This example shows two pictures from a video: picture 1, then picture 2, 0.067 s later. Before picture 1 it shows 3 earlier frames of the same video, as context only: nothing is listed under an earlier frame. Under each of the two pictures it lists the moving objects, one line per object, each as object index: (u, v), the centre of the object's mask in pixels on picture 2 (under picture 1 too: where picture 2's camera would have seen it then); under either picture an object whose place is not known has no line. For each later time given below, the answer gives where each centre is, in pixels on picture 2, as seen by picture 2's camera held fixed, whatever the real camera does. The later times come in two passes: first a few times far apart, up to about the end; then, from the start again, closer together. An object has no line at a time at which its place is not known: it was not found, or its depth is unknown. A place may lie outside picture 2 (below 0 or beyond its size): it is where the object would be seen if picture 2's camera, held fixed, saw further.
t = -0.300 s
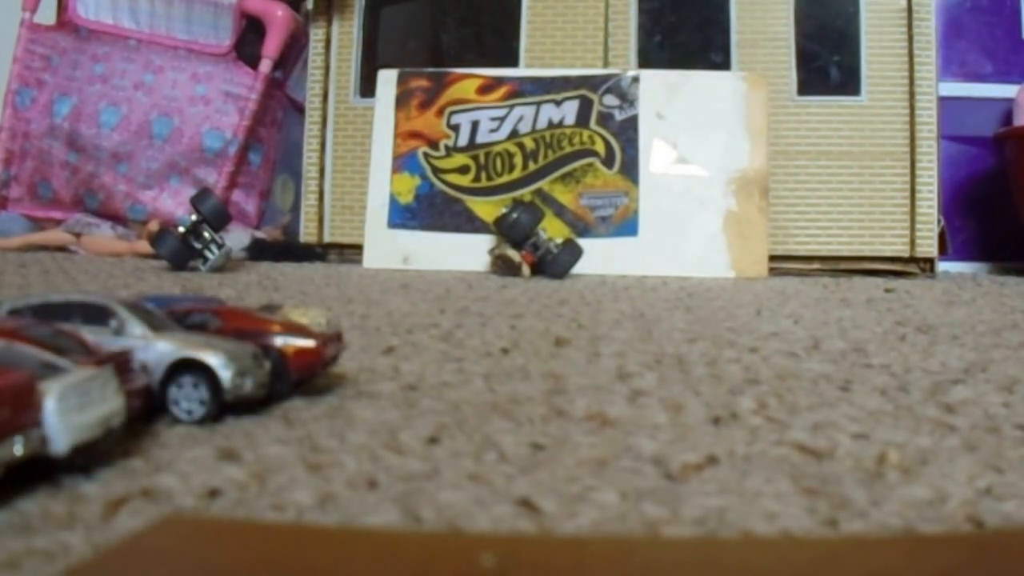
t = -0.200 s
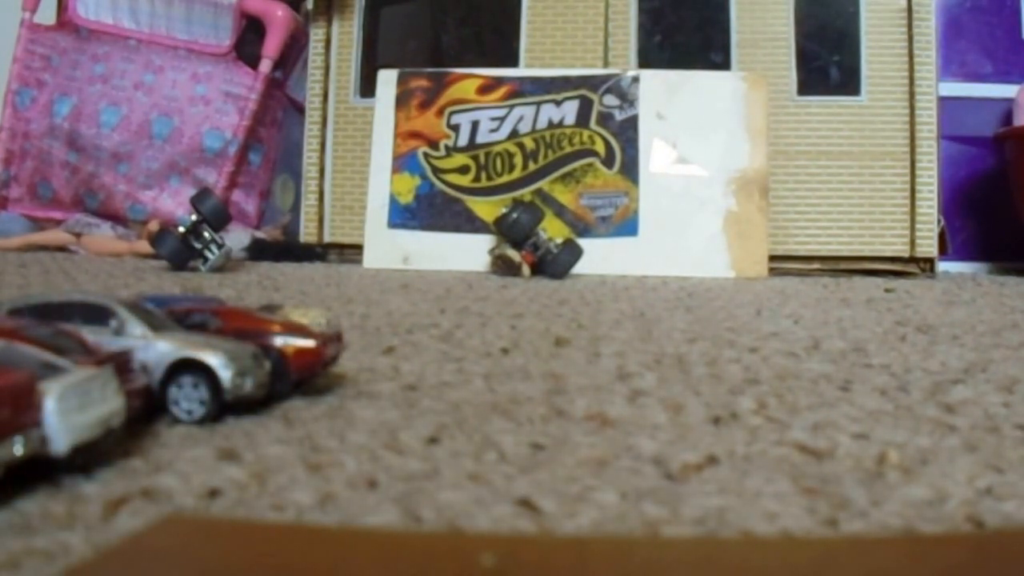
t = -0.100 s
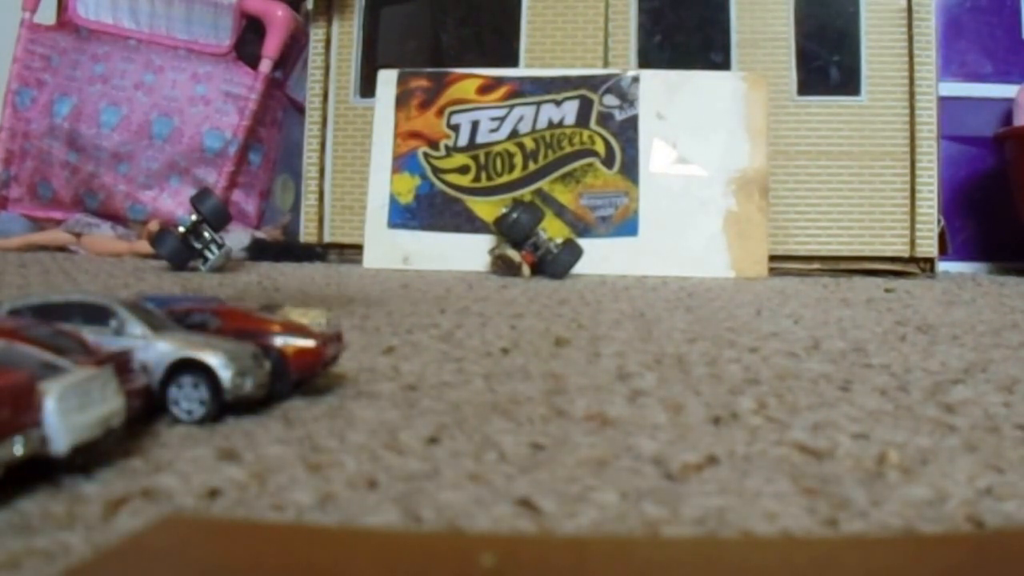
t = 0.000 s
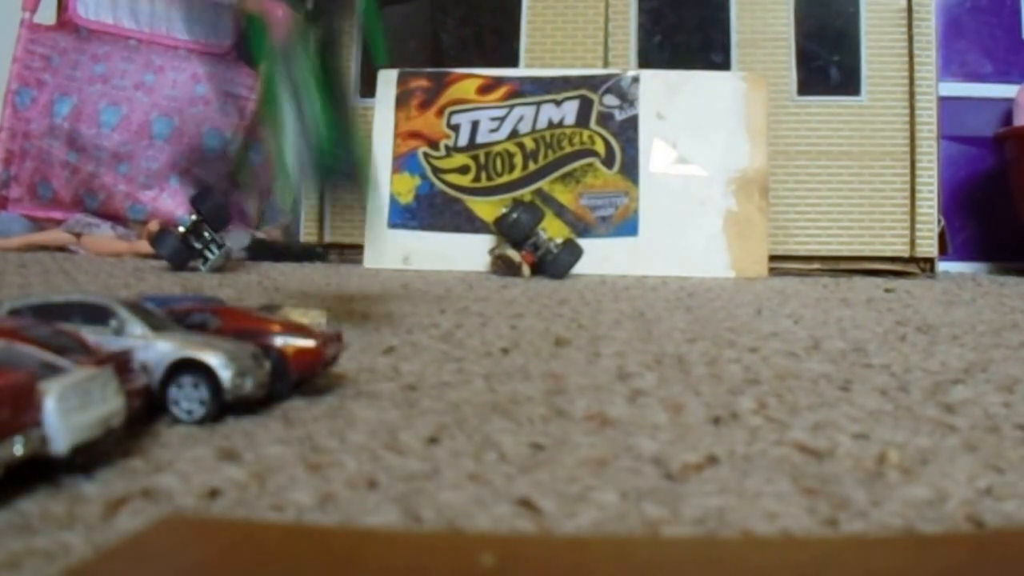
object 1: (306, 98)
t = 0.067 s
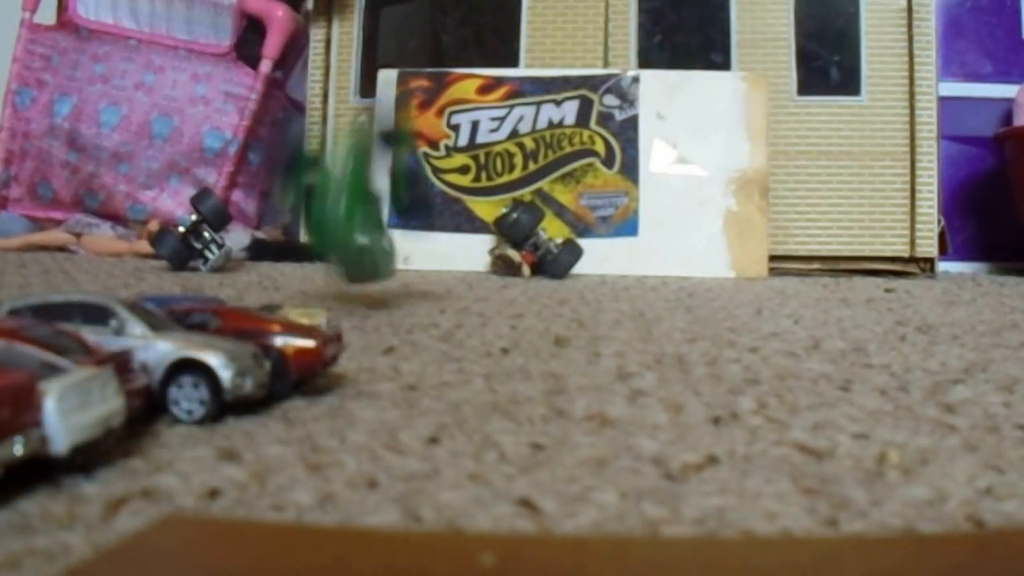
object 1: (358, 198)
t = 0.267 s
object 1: (427, 225)
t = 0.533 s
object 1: (410, 232)
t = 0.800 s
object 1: (370, 240)
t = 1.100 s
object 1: (363, 240)
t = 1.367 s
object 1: (363, 240)
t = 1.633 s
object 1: (363, 240)
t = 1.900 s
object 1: (363, 240)
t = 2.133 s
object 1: (363, 240)
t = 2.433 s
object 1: (363, 240)
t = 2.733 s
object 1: (363, 240)
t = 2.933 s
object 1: (363, 240)
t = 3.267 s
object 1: (363, 240)
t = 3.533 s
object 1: (363, 240)
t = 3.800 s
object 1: (363, 240)
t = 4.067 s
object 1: (363, 240)
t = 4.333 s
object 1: (363, 240)
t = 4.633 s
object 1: (363, 240)
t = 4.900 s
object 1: (363, 240)
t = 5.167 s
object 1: (363, 240)
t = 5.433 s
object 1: (363, 240)
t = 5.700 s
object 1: (363, 240)
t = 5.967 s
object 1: (363, 241)
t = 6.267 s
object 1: (363, 241)
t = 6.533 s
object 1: (365, 240)
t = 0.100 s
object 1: (372, 176)
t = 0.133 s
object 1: (387, 182)
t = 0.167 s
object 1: (404, 198)
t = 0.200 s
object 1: (406, 225)
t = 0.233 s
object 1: (416, 227)
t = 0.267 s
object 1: (427, 225)
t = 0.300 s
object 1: (431, 198)
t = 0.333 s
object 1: (436, 194)
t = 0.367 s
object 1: (444, 208)
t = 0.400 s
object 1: (438, 217)
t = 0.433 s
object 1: (428, 229)
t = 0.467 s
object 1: (419, 232)
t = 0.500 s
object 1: (415, 232)
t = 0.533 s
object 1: (410, 232)
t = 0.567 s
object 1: (405, 233)
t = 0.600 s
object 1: (401, 234)
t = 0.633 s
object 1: (396, 236)
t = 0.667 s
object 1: (390, 239)
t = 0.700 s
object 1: (385, 240)
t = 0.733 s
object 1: (379, 241)
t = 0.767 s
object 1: (374, 241)
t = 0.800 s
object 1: (370, 240)
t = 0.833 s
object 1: (367, 240)
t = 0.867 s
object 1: (365, 240)
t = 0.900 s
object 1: (364, 240)
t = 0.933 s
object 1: (363, 240)
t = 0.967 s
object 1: (363, 240)
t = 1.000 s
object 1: (363, 240)
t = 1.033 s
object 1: (363, 240)
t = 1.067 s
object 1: (363, 240)
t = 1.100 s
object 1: (363, 240)
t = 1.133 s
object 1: (363, 240)
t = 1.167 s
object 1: (363, 240)
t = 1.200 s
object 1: (363, 240)
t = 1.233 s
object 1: (363, 240)
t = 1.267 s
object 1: (363, 240)
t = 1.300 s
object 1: (363, 240)
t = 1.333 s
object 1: (363, 240)
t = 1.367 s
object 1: (363, 240)
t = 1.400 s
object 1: (363, 240)
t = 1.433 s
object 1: (363, 240)
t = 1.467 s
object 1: (363, 240)
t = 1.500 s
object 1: (363, 240)
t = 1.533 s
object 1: (363, 240)
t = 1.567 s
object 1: (363, 240)
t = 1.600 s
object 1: (363, 240)
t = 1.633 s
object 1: (363, 240)
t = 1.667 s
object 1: (363, 240)
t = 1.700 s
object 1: (363, 240)
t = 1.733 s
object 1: (363, 240)
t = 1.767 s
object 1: (363, 240)
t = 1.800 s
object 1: (363, 240)
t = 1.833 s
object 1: (363, 240)
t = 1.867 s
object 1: (363, 240)
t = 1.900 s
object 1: (363, 240)
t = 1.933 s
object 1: (363, 240)
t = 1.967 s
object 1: (363, 240)
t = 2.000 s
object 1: (363, 240)
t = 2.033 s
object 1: (363, 240)
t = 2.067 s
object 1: (363, 240)
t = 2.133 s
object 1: (363, 240)
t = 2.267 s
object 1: (363, 240)
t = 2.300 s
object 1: (363, 240)
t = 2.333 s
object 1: (363, 240)
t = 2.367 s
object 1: (363, 240)
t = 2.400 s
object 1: (363, 240)
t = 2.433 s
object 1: (363, 240)
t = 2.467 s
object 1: (363, 240)
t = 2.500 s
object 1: (363, 240)
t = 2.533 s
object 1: (363, 240)
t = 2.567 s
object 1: (363, 240)
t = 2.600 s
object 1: (363, 240)
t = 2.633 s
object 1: (363, 240)
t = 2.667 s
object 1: (363, 240)
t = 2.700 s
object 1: (363, 240)
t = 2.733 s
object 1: (363, 240)
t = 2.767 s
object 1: (363, 240)
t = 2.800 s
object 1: (363, 240)
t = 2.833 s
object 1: (363, 240)
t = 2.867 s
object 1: (363, 240)
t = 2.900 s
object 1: (363, 240)
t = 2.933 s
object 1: (363, 240)
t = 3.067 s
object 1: (363, 240)
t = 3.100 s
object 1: (363, 240)
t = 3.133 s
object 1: (363, 240)
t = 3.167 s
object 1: (363, 240)
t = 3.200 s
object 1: (363, 240)
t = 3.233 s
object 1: (363, 240)
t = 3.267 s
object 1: (363, 240)
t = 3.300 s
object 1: (363, 240)
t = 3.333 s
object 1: (363, 240)
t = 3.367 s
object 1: (363, 240)
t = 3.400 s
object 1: (363, 240)
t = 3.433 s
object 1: (363, 240)
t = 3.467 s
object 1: (363, 240)
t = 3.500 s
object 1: (363, 240)
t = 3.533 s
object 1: (363, 240)
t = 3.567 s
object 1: (363, 240)
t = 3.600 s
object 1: (363, 240)
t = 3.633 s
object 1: (363, 240)
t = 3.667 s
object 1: (363, 240)
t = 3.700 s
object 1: (363, 240)
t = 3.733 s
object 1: (363, 240)
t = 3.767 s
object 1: (363, 240)
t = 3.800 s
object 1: (363, 240)
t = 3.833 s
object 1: (363, 240)
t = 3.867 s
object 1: (363, 240)
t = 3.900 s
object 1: (363, 240)
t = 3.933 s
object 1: (363, 240)
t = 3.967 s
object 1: (363, 240)
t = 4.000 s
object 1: (363, 240)
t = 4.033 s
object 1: (363, 240)
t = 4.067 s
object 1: (363, 240)
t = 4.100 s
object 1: (363, 240)
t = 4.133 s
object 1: (363, 240)
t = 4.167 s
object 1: (363, 240)
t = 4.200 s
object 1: (363, 240)
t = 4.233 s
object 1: (363, 240)
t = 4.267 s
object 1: (363, 240)
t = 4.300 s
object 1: (363, 240)
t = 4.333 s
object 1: (363, 240)
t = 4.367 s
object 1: (363, 240)
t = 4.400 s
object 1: (363, 240)
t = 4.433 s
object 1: (363, 240)
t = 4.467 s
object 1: (363, 240)
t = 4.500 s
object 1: (363, 240)
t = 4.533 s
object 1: (363, 240)
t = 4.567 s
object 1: (363, 240)
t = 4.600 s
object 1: (363, 240)
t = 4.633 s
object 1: (363, 240)
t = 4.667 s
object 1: (363, 240)
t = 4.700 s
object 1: (363, 240)
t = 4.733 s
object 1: (363, 240)
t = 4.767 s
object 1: (363, 240)
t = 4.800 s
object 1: (363, 240)
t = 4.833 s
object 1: (363, 240)
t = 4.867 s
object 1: (363, 240)
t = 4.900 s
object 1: (363, 240)
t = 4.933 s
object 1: (363, 240)
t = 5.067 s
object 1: (363, 240)
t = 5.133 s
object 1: (363, 240)
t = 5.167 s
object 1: (363, 240)
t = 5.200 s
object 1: (363, 240)
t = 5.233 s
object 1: (363, 240)
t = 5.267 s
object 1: (363, 240)
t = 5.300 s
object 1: (363, 240)
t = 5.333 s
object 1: (363, 240)
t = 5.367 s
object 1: (363, 240)
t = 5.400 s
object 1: (363, 240)
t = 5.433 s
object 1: (363, 240)
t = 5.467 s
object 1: (363, 240)
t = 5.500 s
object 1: (363, 240)
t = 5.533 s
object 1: (363, 240)
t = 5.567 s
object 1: (363, 240)
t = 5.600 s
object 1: (363, 240)
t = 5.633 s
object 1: (363, 240)
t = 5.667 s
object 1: (363, 240)
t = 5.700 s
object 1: (363, 240)
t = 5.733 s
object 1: (363, 240)
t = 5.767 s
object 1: (363, 240)
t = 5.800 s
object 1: (364, 240)
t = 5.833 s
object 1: (364, 240)
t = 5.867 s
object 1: (363, 240)
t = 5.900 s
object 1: (363, 241)
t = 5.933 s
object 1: (363, 241)
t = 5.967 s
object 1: (363, 241)
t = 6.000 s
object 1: (363, 241)
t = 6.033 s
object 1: (363, 241)
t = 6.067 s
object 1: (363, 241)
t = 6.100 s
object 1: (363, 241)
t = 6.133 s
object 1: (363, 241)
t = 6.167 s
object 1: (363, 241)
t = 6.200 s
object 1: (363, 241)
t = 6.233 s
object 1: (363, 241)
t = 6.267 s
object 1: (363, 241)
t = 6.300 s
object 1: (363, 241)
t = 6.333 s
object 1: (363, 241)
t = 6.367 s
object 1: (363, 241)
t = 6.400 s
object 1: (363, 241)
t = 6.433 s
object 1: (363, 241)
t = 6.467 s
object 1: (365, 238)
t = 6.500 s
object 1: (364, 240)
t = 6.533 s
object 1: (365, 240)
